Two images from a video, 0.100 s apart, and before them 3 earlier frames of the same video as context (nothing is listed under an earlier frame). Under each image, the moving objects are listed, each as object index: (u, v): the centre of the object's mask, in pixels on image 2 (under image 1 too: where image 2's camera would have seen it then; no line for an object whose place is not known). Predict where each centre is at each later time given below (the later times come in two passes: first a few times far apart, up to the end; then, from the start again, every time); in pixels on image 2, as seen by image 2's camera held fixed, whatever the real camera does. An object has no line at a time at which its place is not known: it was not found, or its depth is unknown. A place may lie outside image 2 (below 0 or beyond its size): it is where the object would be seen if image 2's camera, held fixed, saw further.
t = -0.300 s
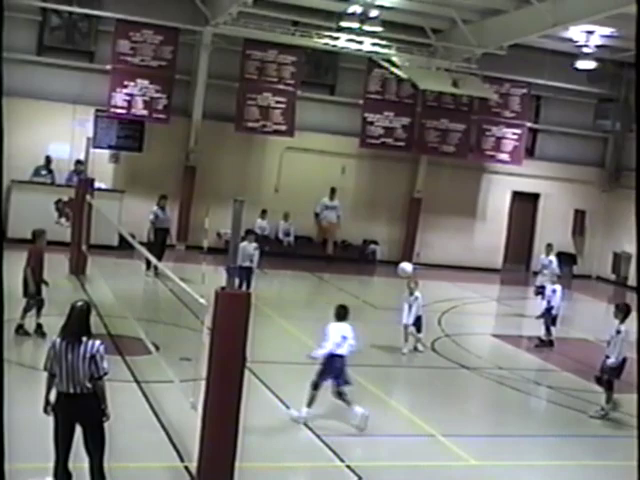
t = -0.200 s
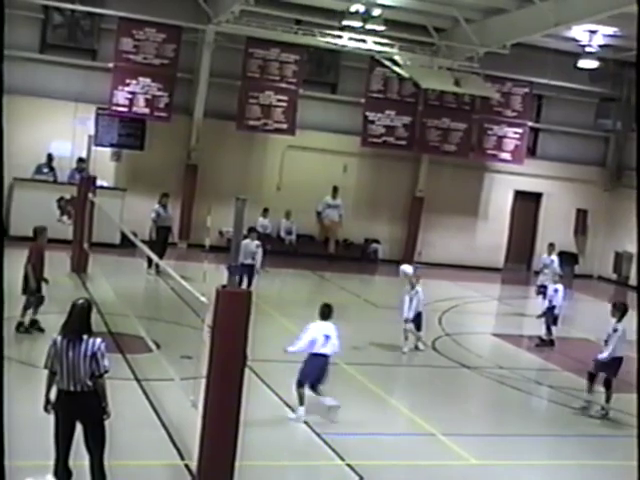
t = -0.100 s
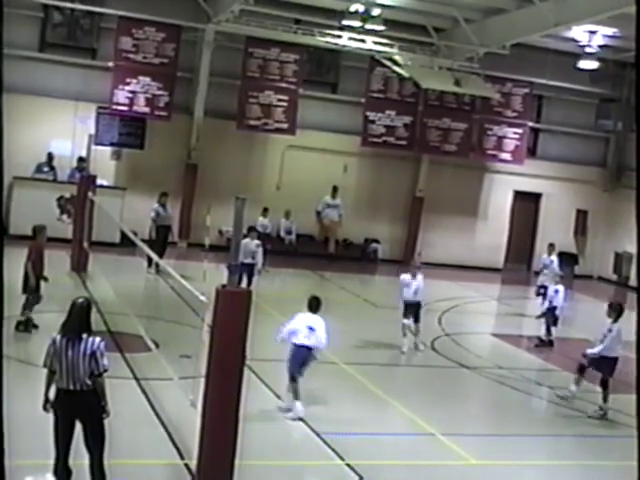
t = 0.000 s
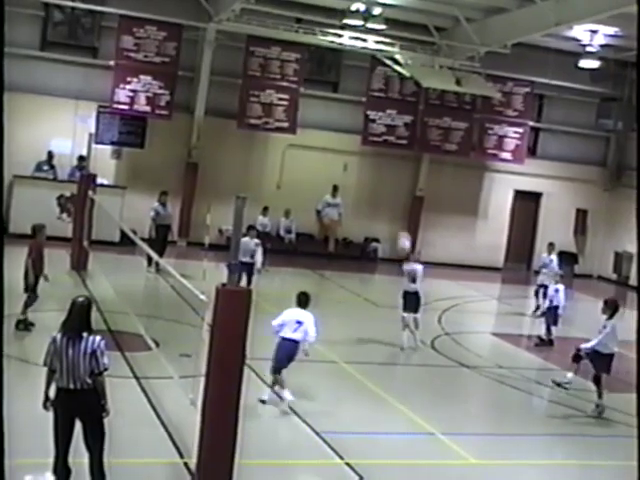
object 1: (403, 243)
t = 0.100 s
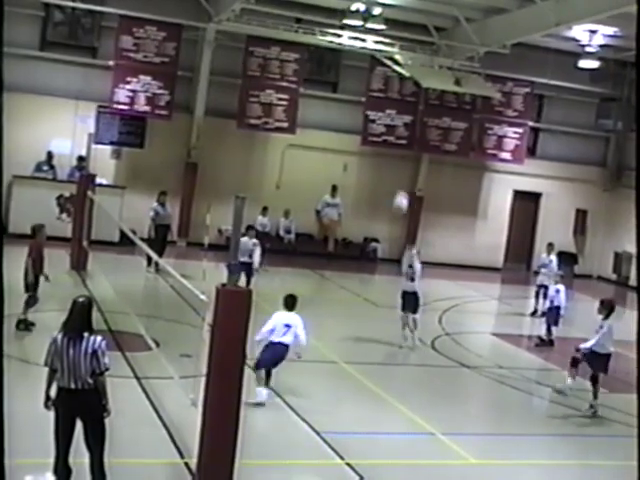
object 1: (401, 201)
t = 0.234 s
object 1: (397, 157)
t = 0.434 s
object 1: (388, 113)
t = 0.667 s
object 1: (372, 94)
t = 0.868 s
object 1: (354, 109)
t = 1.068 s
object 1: (332, 151)
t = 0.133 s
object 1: (400, 189)
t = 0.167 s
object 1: (400, 178)
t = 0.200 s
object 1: (398, 167)
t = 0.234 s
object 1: (397, 157)
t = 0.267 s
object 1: (395, 148)
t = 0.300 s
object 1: (394, 139)
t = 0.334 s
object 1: (393, 132)
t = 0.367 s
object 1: (392, 124)
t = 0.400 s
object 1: (390, 117)
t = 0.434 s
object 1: (388, 113)
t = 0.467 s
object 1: (386, 108)
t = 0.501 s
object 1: (383, 104)
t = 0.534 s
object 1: (381, 100)
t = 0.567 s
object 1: (378, 98)
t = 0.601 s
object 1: (376, 96)
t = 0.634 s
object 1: (374, 94)
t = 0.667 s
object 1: (372, 94)
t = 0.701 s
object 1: (368, 94)
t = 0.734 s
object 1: (366, 96)
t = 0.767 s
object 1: (363, 98)
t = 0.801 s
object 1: (360, 101)
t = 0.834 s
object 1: (356, 105)
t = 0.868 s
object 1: (354, 109)
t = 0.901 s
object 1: (350, 113)
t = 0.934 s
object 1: (346, 121)
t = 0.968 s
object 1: (343, 127)
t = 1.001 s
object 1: (340, 132)
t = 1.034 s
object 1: (336, 141)
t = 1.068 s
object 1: (332, 151)
